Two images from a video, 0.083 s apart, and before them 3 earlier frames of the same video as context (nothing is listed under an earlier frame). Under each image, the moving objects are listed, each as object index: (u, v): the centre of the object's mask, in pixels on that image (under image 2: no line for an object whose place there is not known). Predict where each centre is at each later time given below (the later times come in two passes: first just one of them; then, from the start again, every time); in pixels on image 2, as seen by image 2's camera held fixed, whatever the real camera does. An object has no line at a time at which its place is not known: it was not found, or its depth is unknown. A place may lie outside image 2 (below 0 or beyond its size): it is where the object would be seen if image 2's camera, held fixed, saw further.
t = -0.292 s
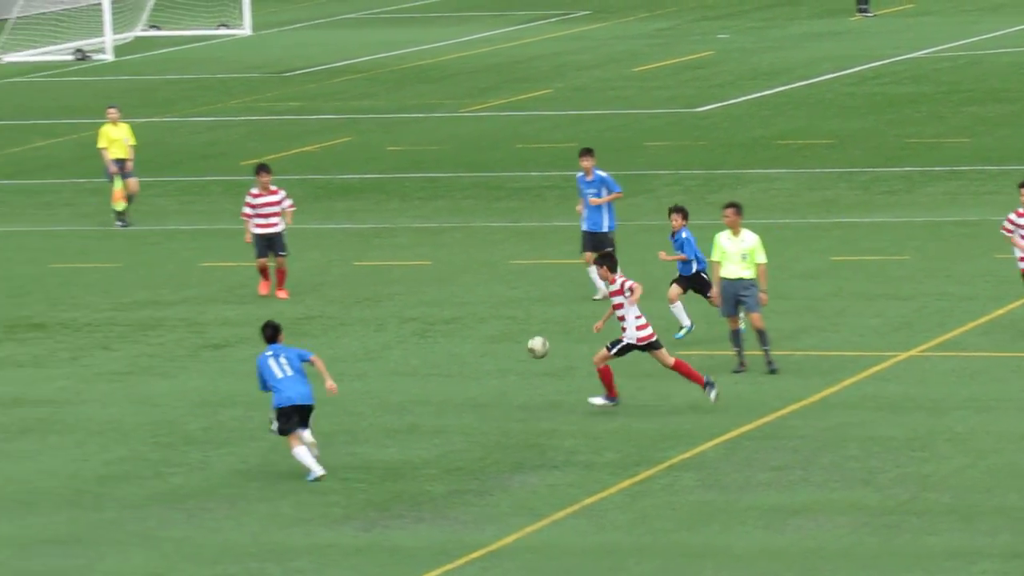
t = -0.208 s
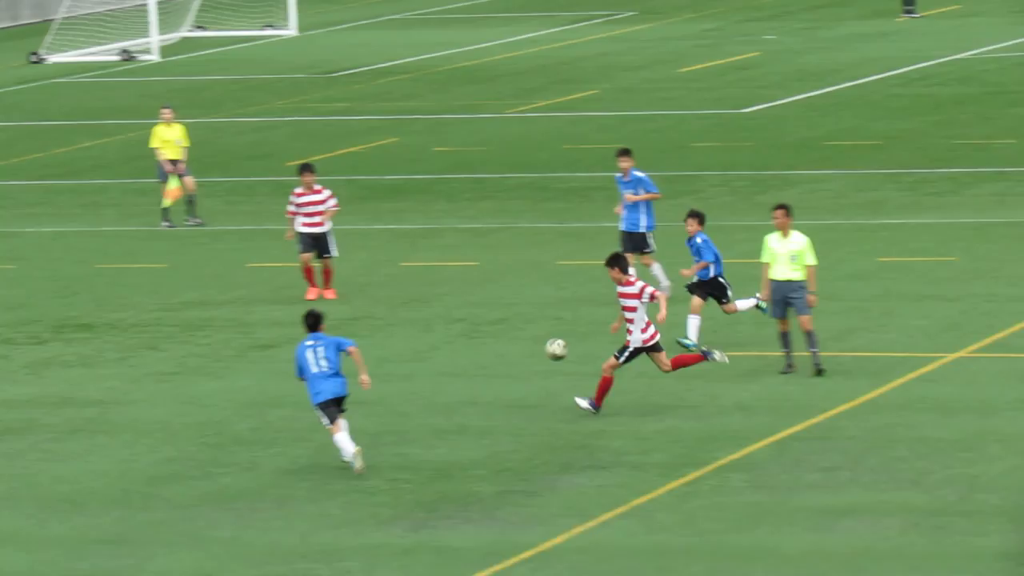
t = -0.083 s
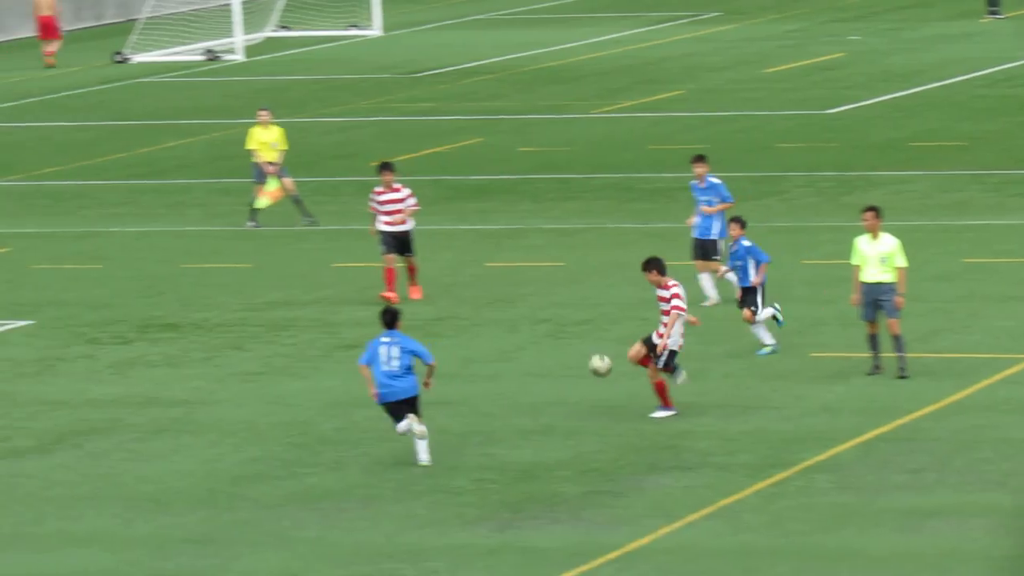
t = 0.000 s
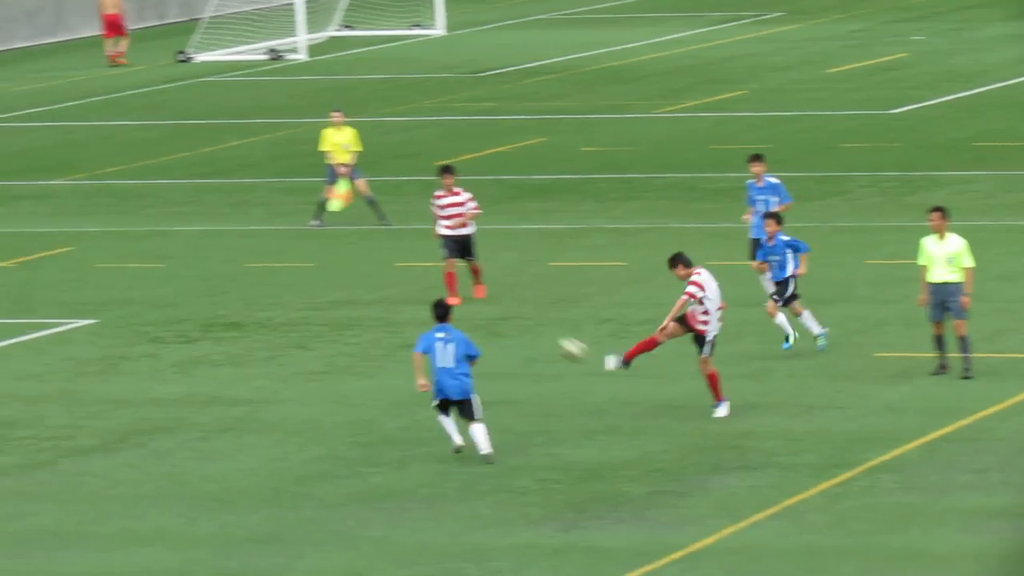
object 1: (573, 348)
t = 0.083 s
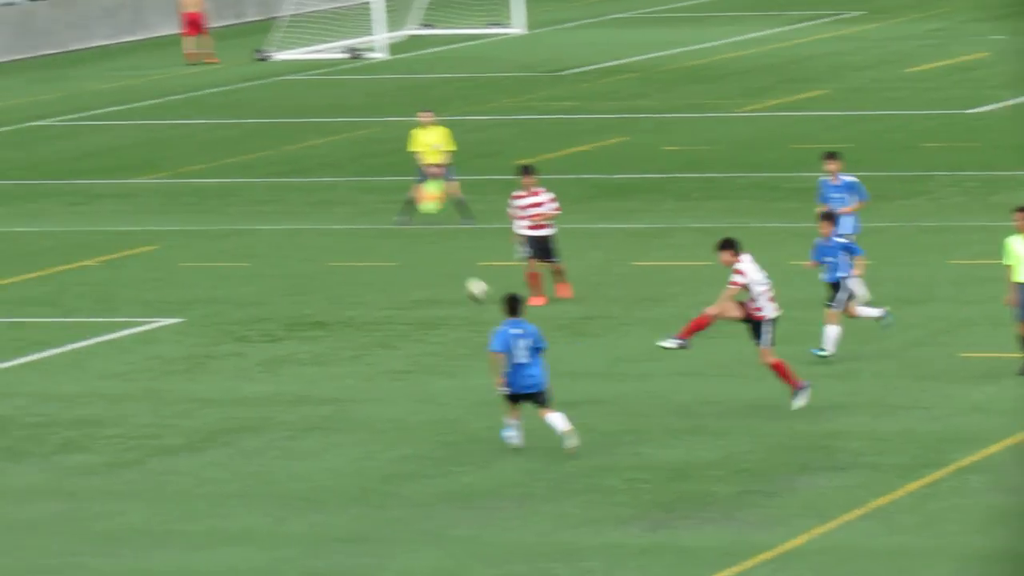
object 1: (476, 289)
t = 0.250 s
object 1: (134, 193)
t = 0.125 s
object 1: (390, 262)
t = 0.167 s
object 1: (303, 237)
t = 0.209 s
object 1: (217, 213)
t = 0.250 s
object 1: (134, 193)
